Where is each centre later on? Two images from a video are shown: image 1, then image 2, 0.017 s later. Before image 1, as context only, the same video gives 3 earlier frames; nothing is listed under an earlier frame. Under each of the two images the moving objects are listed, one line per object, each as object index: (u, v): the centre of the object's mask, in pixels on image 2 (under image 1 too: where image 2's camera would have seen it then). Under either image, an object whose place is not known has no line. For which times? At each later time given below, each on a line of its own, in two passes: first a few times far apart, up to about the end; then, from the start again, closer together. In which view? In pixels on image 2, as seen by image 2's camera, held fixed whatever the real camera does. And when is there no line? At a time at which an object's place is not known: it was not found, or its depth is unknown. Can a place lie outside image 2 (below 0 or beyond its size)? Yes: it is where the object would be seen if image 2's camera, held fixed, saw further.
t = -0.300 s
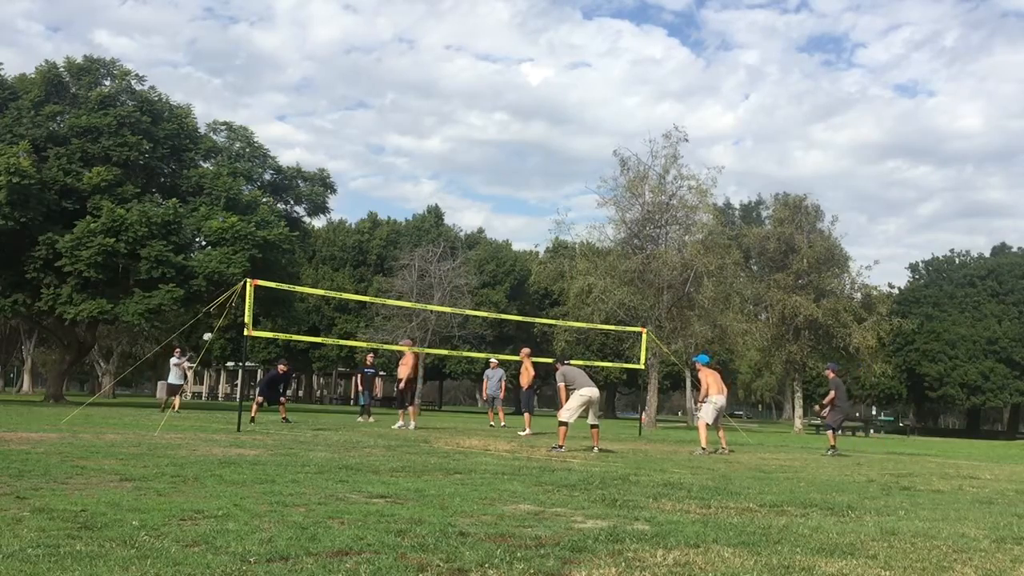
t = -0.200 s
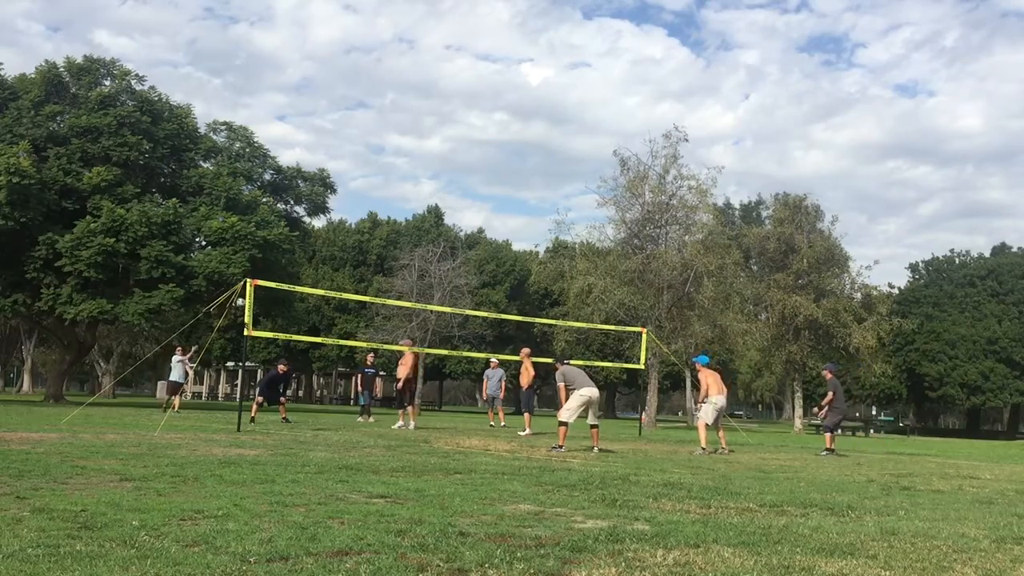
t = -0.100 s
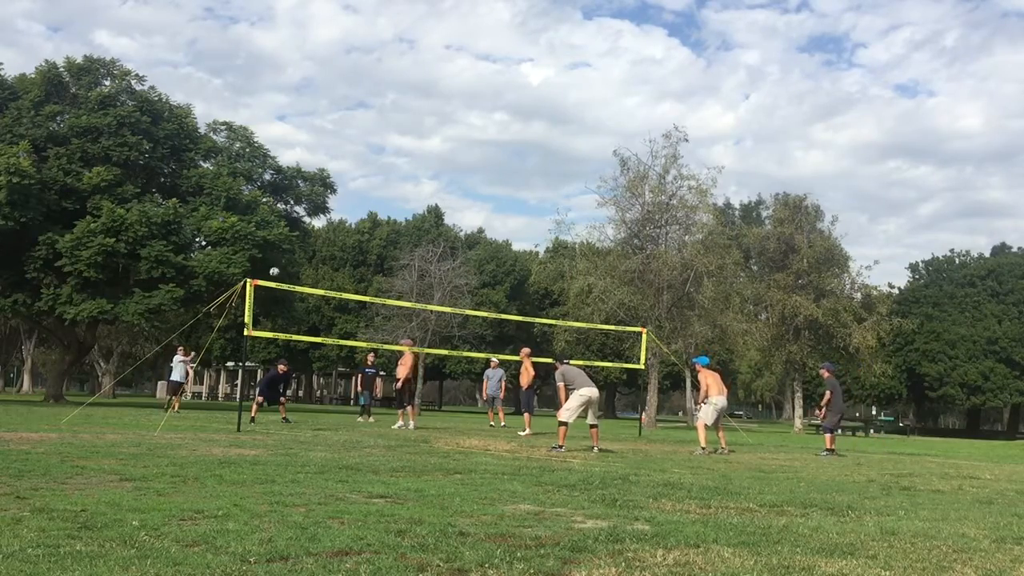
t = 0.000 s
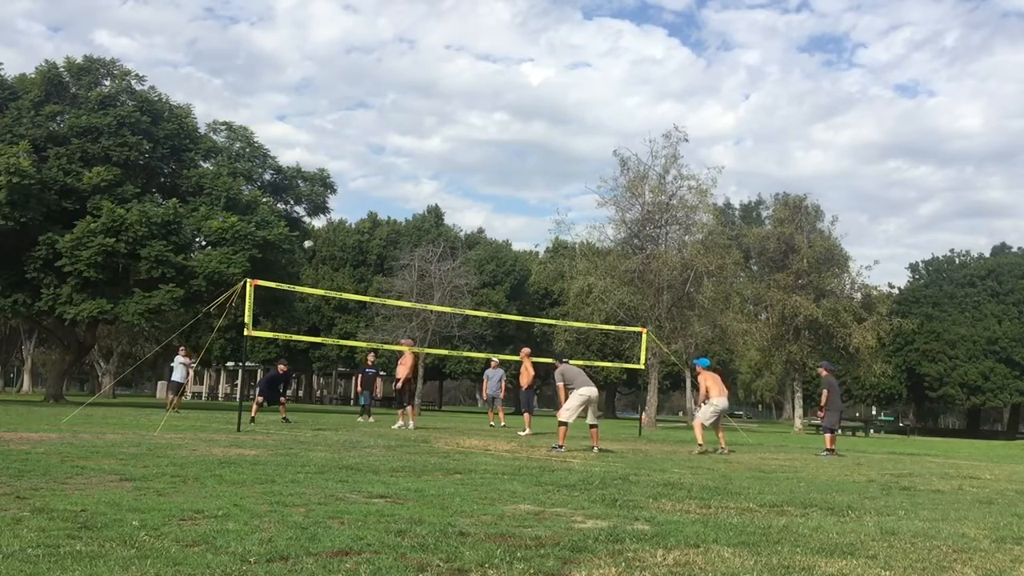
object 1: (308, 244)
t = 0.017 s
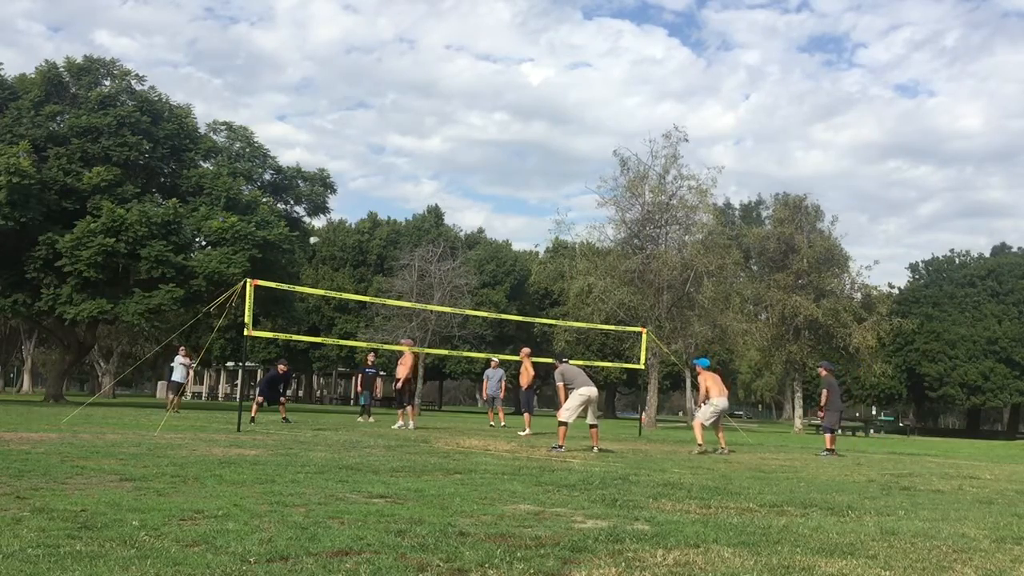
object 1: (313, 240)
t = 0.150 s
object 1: (361, 213)
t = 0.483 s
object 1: (483, 168)
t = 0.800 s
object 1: (608, 172)
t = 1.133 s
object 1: (752, 227)
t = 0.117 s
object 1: (349, 219)
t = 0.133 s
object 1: (354, 216)
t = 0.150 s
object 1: (361, 213)
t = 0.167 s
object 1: (367, 210)
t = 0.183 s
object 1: (372, 207)
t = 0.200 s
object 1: (378, 203)
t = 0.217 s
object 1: (384, 201)
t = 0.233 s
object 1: (391, 198)
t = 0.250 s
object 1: (397, 194)
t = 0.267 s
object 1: (403, 192)
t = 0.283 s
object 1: (409, 189)
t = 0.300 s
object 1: (415, 186)
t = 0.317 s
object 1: (420, 184)
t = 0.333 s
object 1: (427, 182)
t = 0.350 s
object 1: (433, 181)
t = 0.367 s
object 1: (439, 178)
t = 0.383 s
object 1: (445, 177)
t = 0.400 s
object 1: (452, 175)
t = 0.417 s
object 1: (458, 173)
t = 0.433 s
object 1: (464, 172)
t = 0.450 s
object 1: (471, 171)
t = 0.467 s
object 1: (476, 169)
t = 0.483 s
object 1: (483, 168)
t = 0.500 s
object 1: (489, 167)
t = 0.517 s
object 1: (496, 167)
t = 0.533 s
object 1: (502, 165)
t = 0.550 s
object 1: (508, 165)
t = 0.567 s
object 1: (514, 165)
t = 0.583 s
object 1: (521, 165)
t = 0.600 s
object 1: (527, 164)
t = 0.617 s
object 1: (534, 164)
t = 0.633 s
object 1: (541, 164)
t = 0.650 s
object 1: (547, 164)
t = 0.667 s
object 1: (554, 165)
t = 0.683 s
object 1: (560, 165)
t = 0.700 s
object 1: (567, 166)
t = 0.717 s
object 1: (573, 166)
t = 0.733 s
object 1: (581, 167)
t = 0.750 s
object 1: (587, 168)
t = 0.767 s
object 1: (594, 169)
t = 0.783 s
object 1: (601, 170)
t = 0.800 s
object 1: (608, 172)
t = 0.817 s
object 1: (614, 173)
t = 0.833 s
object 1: (622, 174)
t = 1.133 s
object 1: (752, 227)
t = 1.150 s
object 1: (760, 231)
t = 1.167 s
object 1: (767, 236)
